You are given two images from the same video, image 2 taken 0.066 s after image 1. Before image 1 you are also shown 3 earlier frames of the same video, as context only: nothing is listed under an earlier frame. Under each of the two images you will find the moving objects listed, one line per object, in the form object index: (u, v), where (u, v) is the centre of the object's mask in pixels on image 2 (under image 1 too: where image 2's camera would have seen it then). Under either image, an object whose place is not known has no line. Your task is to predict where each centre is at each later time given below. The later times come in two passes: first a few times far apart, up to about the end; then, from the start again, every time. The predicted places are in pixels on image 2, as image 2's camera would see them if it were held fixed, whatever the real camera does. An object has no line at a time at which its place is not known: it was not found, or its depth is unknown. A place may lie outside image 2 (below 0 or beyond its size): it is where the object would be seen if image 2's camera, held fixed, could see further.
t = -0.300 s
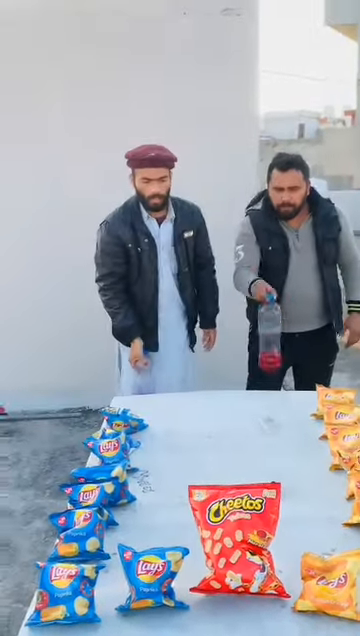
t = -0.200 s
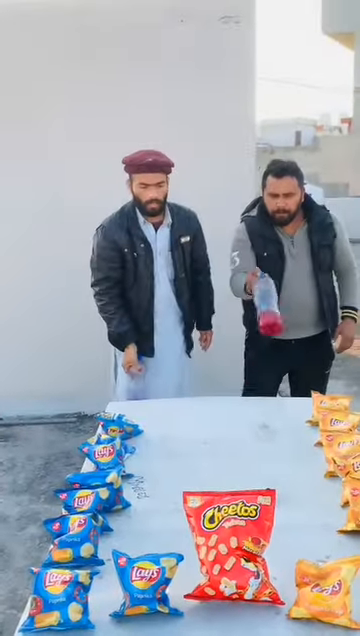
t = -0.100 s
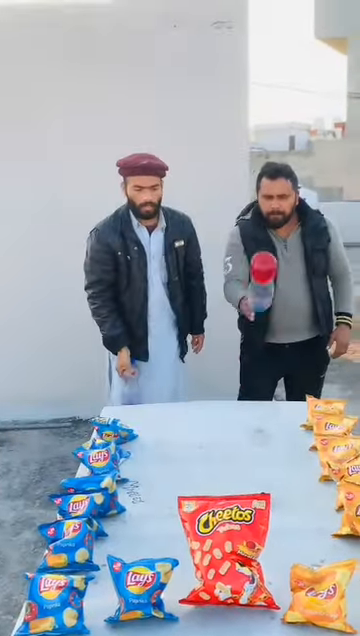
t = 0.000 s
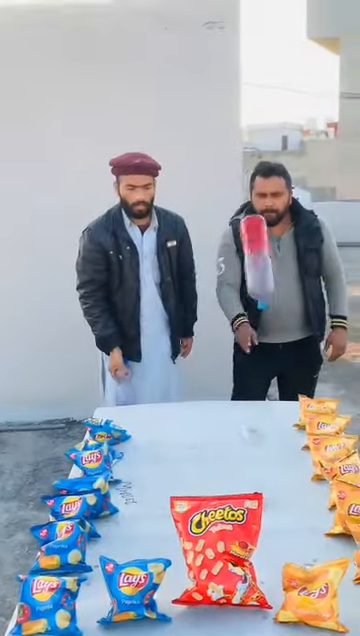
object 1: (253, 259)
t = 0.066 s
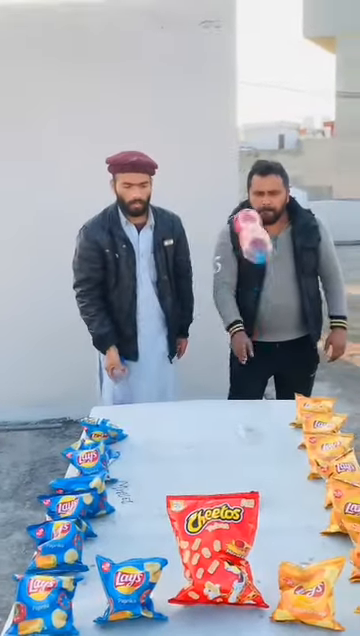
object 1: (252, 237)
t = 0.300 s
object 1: (244, 294)
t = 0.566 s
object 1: (241, 396)
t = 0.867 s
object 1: (241, 446)
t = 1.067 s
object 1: (241, 447)
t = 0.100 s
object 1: (252, 230)
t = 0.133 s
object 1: (250, 227)
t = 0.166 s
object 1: (249, 231)
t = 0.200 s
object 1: (247, 239)
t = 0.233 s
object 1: (246, 253)
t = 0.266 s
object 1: (245, 271)
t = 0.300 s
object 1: (244, 294)
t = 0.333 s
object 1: (243, 322)
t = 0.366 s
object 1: (242, 352)
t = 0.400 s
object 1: (241, 385)
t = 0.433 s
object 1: (240, 386)
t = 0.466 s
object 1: (241, 388)
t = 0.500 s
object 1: (241, 390)
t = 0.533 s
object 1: (241, 393)
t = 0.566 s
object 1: (241, 396)
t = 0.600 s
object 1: (241, 401)
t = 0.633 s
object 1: (241, 407)
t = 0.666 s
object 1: (240, 415)
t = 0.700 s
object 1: (240, 428)
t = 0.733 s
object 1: (241, 440)
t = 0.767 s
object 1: (241, 444)
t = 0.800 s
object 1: (241, 442)
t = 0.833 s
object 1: (241, 445)
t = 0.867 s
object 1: (241, 446)
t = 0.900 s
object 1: (241, 448)
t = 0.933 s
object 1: (240, 448)
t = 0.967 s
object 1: (240, 448)
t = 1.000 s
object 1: (241, 447)
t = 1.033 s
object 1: (241, 447)
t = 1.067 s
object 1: (241, 447)
